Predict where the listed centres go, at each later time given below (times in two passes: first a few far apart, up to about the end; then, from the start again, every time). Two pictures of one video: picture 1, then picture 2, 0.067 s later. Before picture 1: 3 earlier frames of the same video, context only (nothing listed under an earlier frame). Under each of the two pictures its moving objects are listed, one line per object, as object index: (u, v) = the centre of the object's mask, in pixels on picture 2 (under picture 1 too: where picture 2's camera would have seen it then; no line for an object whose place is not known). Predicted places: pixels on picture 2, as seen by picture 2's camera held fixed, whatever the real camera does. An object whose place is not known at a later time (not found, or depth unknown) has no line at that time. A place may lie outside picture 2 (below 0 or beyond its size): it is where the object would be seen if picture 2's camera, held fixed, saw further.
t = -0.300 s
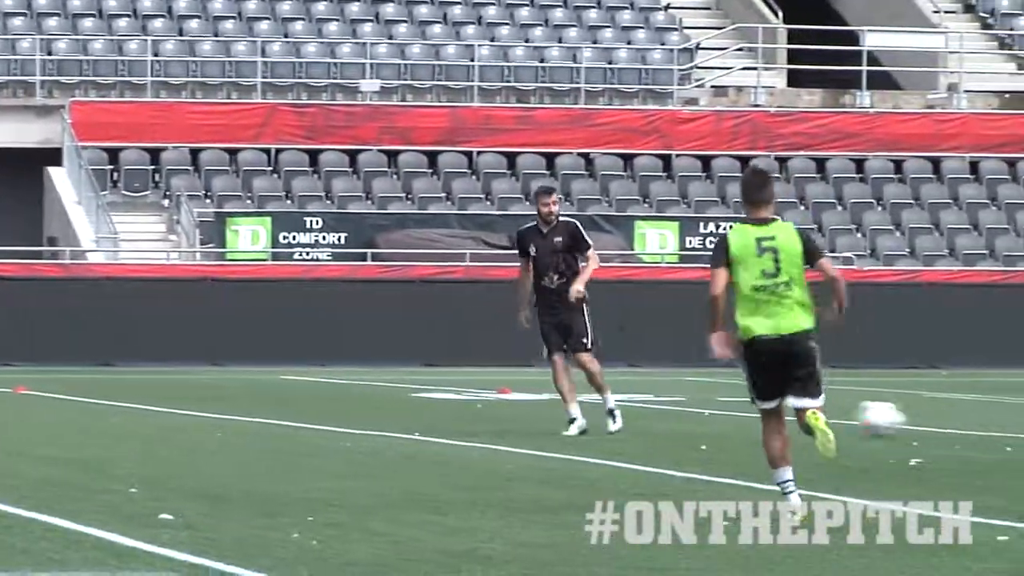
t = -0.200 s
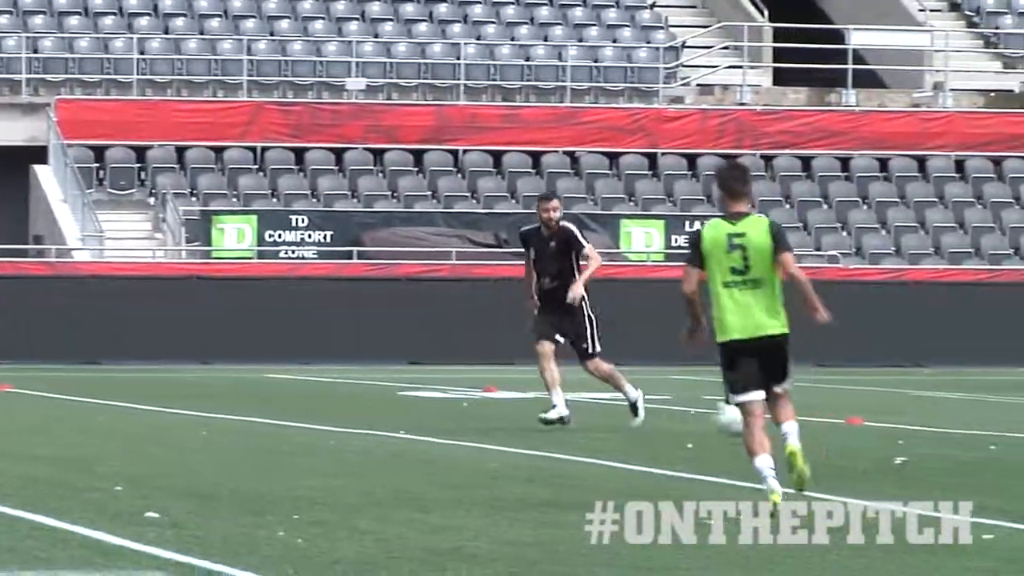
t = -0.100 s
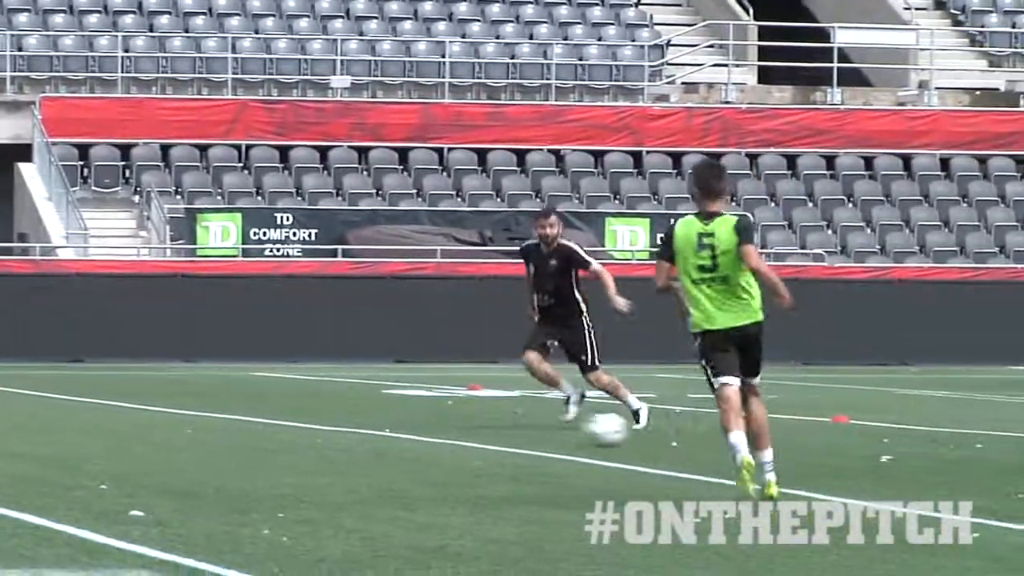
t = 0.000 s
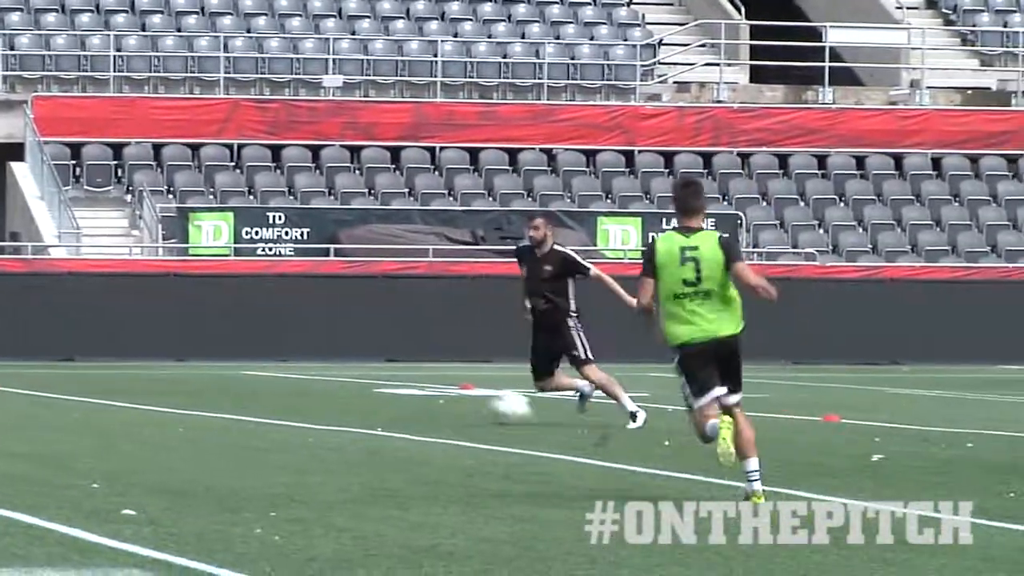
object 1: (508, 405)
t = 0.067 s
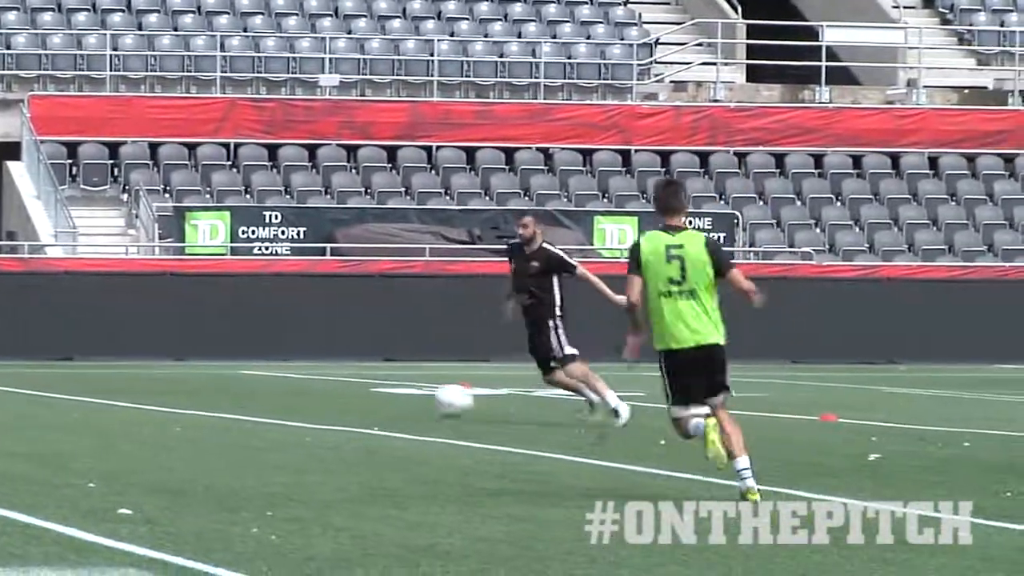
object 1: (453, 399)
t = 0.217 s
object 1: (340, 412)
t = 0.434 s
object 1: (226, 404)
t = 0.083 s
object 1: (440, 400)
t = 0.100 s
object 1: (427, 400)
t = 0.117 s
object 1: (416, 399)
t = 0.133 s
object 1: (402, 400)
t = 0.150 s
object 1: (389, 401)
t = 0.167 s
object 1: (375, 403)
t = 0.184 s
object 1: (363, 406)
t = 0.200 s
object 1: (352, 409)
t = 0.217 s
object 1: (340, 412)
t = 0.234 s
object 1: (330, 413)
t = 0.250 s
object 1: (320, 410)
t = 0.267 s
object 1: (311, 408)
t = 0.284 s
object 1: (300, 405)
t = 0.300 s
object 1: (292, 403)
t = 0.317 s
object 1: (283, 402)
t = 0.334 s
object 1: (275, 402)
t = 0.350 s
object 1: (267, 401)
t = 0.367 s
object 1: (259, 400)
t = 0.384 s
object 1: (251, 400)
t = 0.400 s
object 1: (242, 401)
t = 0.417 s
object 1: (234, 402)
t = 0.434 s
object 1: (226, 404)
